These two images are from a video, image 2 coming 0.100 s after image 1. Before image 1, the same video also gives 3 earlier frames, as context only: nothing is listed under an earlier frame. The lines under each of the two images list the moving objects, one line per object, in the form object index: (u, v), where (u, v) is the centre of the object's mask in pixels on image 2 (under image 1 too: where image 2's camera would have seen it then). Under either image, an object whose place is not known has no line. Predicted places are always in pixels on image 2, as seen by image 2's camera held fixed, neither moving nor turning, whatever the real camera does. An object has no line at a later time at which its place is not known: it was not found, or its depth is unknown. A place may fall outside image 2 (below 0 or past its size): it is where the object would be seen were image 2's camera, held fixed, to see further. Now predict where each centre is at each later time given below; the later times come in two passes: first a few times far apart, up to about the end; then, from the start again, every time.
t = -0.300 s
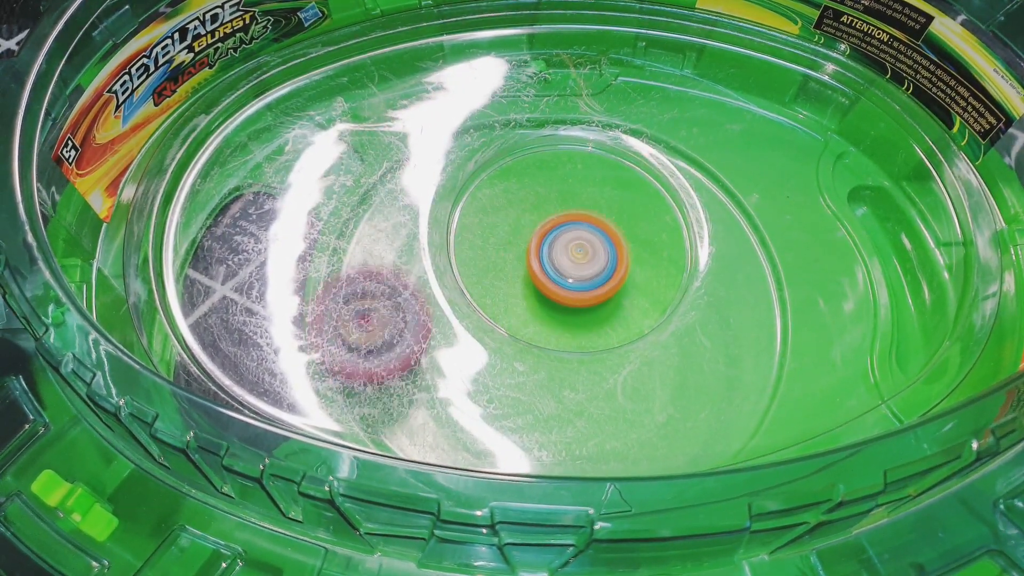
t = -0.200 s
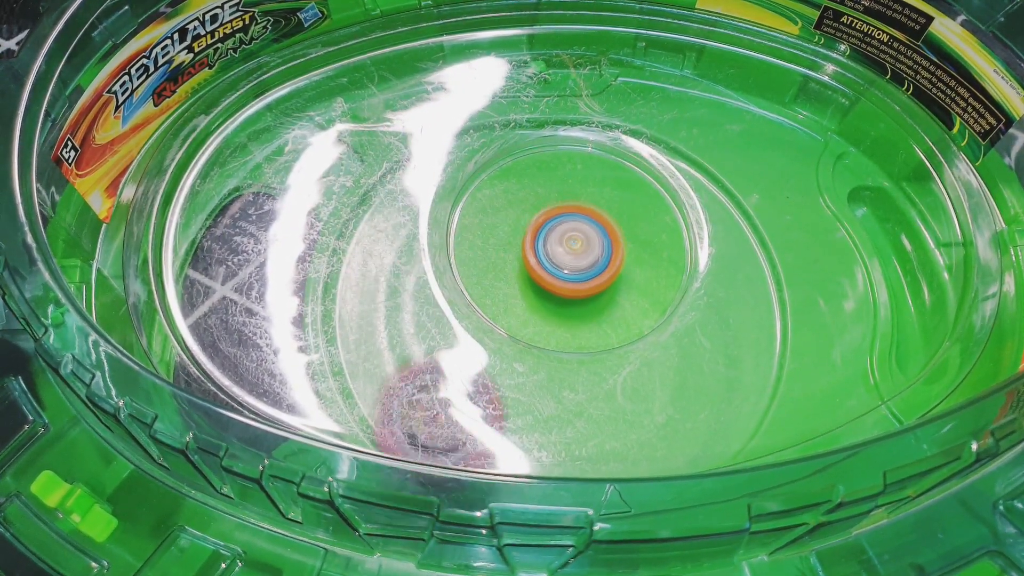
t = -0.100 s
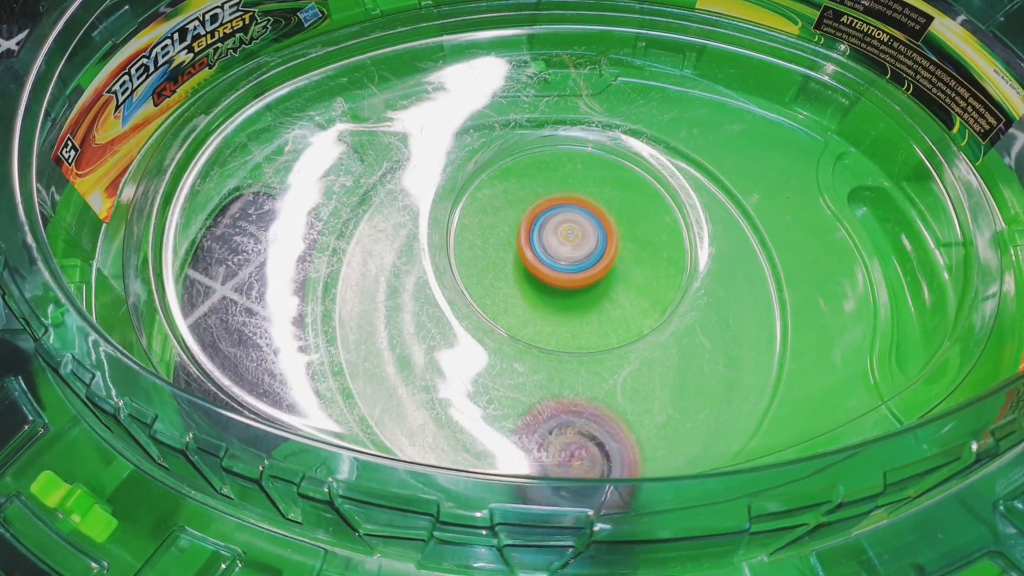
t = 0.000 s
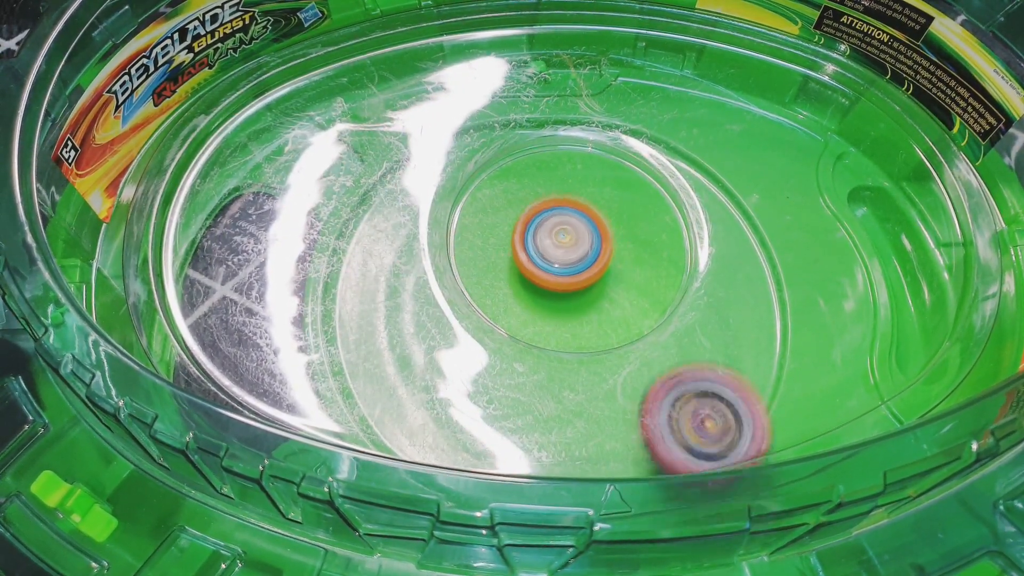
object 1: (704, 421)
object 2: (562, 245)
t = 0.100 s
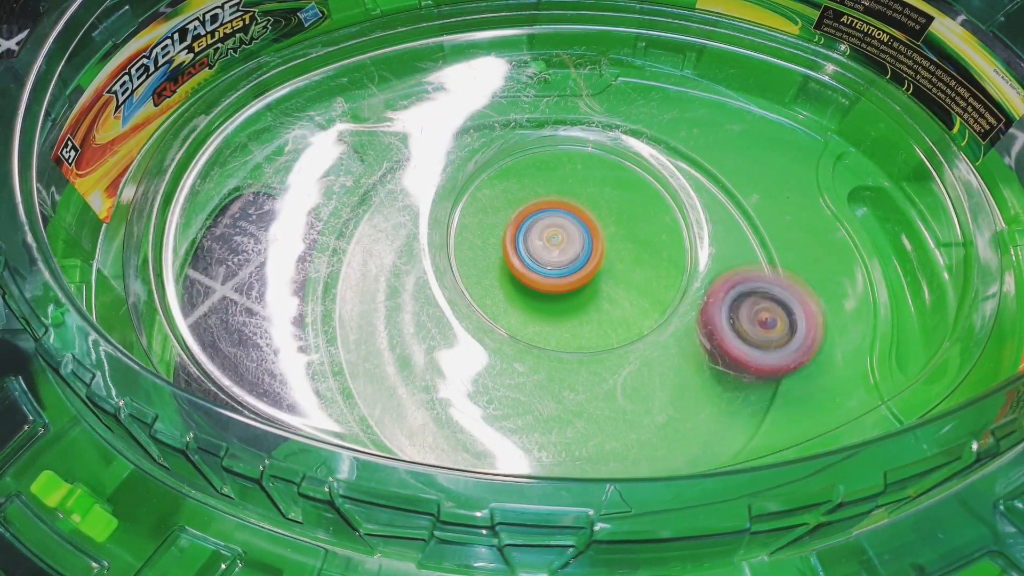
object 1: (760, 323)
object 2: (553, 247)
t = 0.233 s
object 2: (555, 255)
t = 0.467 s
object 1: (468, 171)
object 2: (565, 273)
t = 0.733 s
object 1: (398, 404)
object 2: (582, 274)
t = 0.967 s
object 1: (687, 419)
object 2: (577, 255)
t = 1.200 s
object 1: (728, 194)
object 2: (564, 281)
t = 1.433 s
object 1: (474, 157)
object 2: (566, 300)
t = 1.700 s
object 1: (426, 426)
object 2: (588, 298)
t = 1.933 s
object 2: (575, 296)
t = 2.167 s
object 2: (572, 302)
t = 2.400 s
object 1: (374, 196)
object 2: (579, 304)
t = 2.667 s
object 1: (521, 455)
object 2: (557, 306)
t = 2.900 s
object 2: (549, 302)
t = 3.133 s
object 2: (552, 294)
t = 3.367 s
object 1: (399, 183)
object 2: (545, 286)
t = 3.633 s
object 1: (405, 411)
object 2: (529, 286)
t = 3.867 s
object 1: (641, 430)
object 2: (535, 289)
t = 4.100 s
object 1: (753, 274)
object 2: (551, 285)
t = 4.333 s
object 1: (644, 139)
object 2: (559, 276)
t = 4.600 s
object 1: (472, 164)
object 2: (561, 267)
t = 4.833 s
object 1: (384, 301)
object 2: (552, 266)
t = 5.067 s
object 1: (506, 422)
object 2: (553, 265)
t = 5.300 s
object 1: (663, 401)
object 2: (556, 268)
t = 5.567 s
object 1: (694, 242)
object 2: (561, 277)
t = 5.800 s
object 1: (576, 151)
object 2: (569, 281)
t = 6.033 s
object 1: (465, 176)
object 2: (568, 280)
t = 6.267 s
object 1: (399, 299)
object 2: (564, 278)
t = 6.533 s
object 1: (551, 409)
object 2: (557, 278)
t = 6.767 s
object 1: (702, 341)
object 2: (558, 285)
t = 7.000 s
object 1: (701, 220)
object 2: (564, 292)
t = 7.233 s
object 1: (589, 150)
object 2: (566, 296)
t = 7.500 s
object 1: (450, 207)
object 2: (561, 293)
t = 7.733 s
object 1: (411, 342)
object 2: (555, 292)
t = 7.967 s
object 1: (551, 415)
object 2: (549, 293)
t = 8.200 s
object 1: (679, 368)
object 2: (546, 296)
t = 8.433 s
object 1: (684, 246)
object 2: (550, 301)
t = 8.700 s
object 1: (559, 162)
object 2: (556, 298)
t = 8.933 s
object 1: (444, 209)
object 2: (553, 289)
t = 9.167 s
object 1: (419, 312)
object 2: (546, 282)
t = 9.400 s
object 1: (540, 393)
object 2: (540, 280)
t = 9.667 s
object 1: (677, 341)
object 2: (546, 281)
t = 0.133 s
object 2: (553, 248)
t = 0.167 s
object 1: (755, 249)
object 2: (554, 250)
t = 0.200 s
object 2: (554, 253)
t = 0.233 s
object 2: (555, 255)
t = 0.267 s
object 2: (556, 257)
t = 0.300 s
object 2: (558, 258)
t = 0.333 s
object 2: (559, 261)
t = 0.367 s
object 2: (560, 262)
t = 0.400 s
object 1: (520, 140)
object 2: (562, 264)
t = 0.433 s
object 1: (489, 156)
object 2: (563, 268)
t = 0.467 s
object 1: (468, 171)
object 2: (565, 273)
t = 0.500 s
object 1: (401, 186)
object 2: (566, 277)
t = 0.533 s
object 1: (374, 202)
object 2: (567, 279)
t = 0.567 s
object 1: (364, 226)
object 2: (568, 280)
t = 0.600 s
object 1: (359, 260)
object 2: (570, 281)
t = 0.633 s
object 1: (357, 298)
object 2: (572, 280)
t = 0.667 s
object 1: (364, 335)
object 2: (576, 279)
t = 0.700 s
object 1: (378, 373)
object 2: (580, 278)
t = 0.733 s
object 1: (398, 404)
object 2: (582, 274)
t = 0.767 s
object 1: (423, 425)
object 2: (585, 270)
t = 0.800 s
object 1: (477, 449)
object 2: (586, 266)
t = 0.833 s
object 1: (532, 454)
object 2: (586, 262)
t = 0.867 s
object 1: (572, 456)
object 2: (585, 258)
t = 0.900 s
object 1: (610, 450)
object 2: (583, 256)
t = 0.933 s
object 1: (648, 440)
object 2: (581, 255)
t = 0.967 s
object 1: (687, 419)
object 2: (577, 255)
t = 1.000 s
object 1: (721, 398)
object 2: (575, 255)
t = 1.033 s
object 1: (744, 368)
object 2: (573, 257)
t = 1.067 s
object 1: (762, 338)
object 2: (571, 261)
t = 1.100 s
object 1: (766, 302)
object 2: (569, 265)
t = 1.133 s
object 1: (759, 265)
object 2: (567, 270)
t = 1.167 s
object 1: (751, 227)
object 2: (565, 276)
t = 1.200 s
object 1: (728, 194)
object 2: (564, 281)
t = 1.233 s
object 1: (694, 169)
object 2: (564, 287)
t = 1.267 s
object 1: (661, 145)
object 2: (563, 292)
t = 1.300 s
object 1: (624, 130)
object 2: (564, 296)
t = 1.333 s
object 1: (583, 124)
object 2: (566, 298)
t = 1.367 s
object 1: (540, 126)
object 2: (566, 299)
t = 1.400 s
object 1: (501, 140)
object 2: (566, 299)
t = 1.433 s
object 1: (474, 157)
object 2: (566, 300)
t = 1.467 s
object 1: (403, 168)
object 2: (568, 301)
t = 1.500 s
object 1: (374, 192)
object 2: (572, 301)
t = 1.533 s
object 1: (363, 227)
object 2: (576, 301)
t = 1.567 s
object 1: (357, 267)
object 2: (581, 301)
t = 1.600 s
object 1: (357, 314)
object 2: (584, 301)
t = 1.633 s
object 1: (369, 362)
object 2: (587, 300)
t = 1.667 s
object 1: (396, 401)
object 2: (588, 299)
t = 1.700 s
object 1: (426, 426)
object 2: (588, 298)
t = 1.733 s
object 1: (486, 450)
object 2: (588, 296)
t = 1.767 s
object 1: (569, 455)
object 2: (585, 295)
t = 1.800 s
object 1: (590, 456)
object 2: (584, 295)
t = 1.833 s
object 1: (636, 438)
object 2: (583, 295)
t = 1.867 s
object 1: (677, 426)
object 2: (581, 295)
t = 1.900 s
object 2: (578, 295)
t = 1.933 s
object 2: (575, 296)
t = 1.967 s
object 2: (572, 297)
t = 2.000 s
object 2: (571, 298)
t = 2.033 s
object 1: (763, 267)
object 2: (570, 299)
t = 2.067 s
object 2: (570, 299)
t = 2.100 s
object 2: (571, 300)
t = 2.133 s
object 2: (571, 301)
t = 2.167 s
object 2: (572, 302)
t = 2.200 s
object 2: (572, 302)
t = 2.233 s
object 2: (573, 303)
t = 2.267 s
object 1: (532, 130)
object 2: (575, 303)
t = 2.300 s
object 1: (496, 144)
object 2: (577, 304)
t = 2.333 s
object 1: (473, 160)
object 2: (578, 304)
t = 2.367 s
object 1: (401, 174)
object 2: (579, 304)
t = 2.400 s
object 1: (374, 196)
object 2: (579, 304)
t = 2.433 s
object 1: (364, 225)
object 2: (578, 304)
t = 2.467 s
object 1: (355, 264)
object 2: (576, 304)
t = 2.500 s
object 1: (355, 309)
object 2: (574, 305)
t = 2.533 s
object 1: (371, 354)
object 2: (570, 306)
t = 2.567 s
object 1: (387, 393)
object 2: (568, 307)
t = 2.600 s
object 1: (417, 420)
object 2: (564, 307)
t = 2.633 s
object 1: (473, 446)
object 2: (561, 306)
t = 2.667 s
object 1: (521, 455)
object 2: (557, 306)
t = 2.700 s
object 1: (574, 456)
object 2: (555, 306)
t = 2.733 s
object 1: (613, 450)
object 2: (553, 305)
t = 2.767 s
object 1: (674, 423)
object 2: (550, 304)
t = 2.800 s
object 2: (550, 304)
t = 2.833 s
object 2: (549, 303)
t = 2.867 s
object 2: (549, 303)
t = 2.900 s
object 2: (549, 302)
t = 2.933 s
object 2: (550, 302)
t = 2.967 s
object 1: (759, 263)
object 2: (550, 301)
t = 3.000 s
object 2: (551, 300)
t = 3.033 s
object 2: (551, 299)
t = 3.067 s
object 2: (552, 297)
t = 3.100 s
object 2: (552, 296)
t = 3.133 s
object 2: (552, 294)
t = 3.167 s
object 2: (552, 293)
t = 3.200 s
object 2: (552, 292)
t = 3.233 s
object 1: (536, 127)
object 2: (551, 290)
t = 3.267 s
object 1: (506, 138)
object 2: (548, 289)
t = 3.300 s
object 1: (482, 152)
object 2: (547, 289)
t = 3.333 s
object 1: (465, 167)
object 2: (546, 287)
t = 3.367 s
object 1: (399, 183)
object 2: (545, 286)
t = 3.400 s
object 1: (376, 199)
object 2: (543, 285)
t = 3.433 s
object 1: (367, 224)
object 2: (540, 284)
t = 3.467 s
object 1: (360, 252)
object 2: (538, 285)
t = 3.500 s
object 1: (355, 287)
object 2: (536, 284)
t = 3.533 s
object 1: (363, 321)
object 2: (534, 284)
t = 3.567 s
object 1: (377, 357)
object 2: (532, 285)
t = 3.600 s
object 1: (387, 388)
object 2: (530, 285)
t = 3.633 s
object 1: (405, 411)
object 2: (529, 286)
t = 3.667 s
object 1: (427, 428)
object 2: (529, 286)
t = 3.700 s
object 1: (477, 449)
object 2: (529, 287)
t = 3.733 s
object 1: (518, 448)
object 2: (530, 288)
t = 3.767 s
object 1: (570, 452)
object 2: (531, 288)
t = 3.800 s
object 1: (586, 440)
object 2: (532, 289)
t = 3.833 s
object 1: (612, 438)
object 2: (533, 289)
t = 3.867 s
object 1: (641, 430)
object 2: (535, 289)
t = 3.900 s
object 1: (672, 419)
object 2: (538, 290)
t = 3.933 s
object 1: (698, 400)
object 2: (540, 290)
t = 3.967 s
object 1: (717, 378)
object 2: (542, 290)
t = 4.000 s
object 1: (732, 352)
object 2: (545, 289)
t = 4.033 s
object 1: (742, 325)
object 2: (546, 288)
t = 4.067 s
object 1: (749, 299)
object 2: (549, 287)
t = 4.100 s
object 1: (753, 274)
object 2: (551, 285)
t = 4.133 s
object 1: (751, 246)
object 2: (552, 284)
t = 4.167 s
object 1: (738, 220)
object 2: (554, 282)
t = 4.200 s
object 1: (727, 197)
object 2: (555, 281)
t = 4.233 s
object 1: (710, 176)
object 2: (556, 280)
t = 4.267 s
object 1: (692, 162)
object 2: (557, 278)
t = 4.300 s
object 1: (670, 147)
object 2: (558, 277)
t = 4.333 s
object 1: (644, 139)
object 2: (559, 276)
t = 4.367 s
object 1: (620, 133)
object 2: (560, 275)
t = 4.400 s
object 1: (596, 128)
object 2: (561, 274)
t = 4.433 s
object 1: (570, 127)
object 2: (562, 273)
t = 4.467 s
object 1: (545, 128)
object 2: (562, 272)
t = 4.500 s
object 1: (521, 132)
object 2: (563, 270)
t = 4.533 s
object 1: (502, 142)
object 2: (562, 269)
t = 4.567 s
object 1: (486, 153)
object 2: (561, 268)
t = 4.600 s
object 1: (472, 164)
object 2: (561, 267)
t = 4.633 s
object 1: (441, 179)
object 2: (560, 266)
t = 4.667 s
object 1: (410, 200)
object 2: (558, 266)
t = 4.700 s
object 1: (400, 208)
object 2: (557, 266)
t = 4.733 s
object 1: (392, 228)
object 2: (556, 266)
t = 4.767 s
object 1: (380, 260)
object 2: (553, 266)
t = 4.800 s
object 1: (384, 286)
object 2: (553, 266)
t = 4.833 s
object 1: (384, 301)
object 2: (552, 266)
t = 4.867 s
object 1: (392, 323)
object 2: (552, 266)
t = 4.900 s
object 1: (399, 347)
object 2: (551, 265)
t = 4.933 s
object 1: (406, 369)
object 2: (552, 265)
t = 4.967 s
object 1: (417, 392)
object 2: (552, 264)
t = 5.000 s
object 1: (449, 411)
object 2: (551, 264)
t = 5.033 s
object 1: (483, 416)
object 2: (552, 265)
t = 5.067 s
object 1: (506, 422)
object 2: (553, 265)
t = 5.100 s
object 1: (536, 418)
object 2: (554, 265)
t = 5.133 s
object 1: (553, 424)
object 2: (554, 265)
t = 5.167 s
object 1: (574, 426)
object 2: (554, 265)
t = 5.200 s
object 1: (599, 424)
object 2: (554, 266)
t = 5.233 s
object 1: (622, 420)
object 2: (555, 266)
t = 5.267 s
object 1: (645, 412)
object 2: (555, 267)
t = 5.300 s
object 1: (663, 401)
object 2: (556, 268)
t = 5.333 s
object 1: (677, 383)
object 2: (556, 268)
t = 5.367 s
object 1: (689, 365)
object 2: (555, 270)
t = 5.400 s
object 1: (698, 345)
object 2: (557, 271)
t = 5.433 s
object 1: (705, 325)
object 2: (557, 273)
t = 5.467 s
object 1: (707, 304)
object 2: (559, 274)
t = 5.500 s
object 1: (706, 285)
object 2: (559, 274)
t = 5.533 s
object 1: (702, 262)
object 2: (560, 275)
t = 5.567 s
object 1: (694, 242)
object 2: (561, 277)
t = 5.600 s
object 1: (682, 221)
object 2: (562, 278)
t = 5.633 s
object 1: (669, 205)
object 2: (564, 279)
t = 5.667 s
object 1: (654, 192)
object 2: (565, 278)
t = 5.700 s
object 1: (636, 178)
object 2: (566, 279)
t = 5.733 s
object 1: (617, 166)
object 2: (567, 279)
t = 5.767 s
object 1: (597, 157)
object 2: (568, 280)
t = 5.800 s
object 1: (576, 151)
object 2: (569, 281)
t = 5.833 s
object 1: (556, 146)
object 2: (568, 280)
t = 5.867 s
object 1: (536, 146)
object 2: (568, 281)
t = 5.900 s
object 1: (514, 146)
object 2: (568, 280)
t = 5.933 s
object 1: (498, 152)
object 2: (569, 281)
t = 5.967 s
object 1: (485, 160)
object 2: (569, 280)
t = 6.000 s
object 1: (473, 169)
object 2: (568, 280)
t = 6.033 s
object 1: (465, 176)
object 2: (568, 280)
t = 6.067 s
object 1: (434, 193)
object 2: (568, 279)
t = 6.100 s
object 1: (413, 204)
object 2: (568, 279)
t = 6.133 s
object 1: (403, 219)
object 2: (567, 279)
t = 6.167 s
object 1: (396, 235)
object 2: (566, 279)
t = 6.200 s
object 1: (384, 254)
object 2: (565, 279)
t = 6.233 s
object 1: (386, 279)
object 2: (565, 279)
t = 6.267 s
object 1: (399, 299)
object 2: (564, 278)
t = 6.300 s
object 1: (399, 321)
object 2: (563, 278)
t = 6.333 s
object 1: (406, 341)
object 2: (562, 278)
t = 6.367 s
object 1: (427, 359)
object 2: (562, 278)
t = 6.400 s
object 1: (442, 375)
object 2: (560, 277)
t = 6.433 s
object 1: (481, 389)
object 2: (559, 278)
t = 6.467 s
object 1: (516, 393)
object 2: (559, 278)
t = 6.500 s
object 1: (532, 401)
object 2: (558, 278)
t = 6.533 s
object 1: (551, 409)
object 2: (557, 278)
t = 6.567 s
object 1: (574, 413)
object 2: (557, 278)
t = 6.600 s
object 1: (598, 409)
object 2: (556, 279)
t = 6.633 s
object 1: (622, 402)
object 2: (557, 280)
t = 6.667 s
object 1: (644, 393)
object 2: (556, 281)
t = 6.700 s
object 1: (664, 381)
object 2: (557, 282)
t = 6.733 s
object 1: (681, 366)
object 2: (557, 284)
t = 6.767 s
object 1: (702, 341)
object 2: (558, 285)
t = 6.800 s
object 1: (711, 323)
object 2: (559, 287)
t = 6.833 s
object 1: (712, 315)
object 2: (560, 287)
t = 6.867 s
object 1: (716, 296)
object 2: (561, 289)
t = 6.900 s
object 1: (717, 276)
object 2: (561, 289)
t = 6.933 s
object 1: (715, 257)
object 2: (562, 291)
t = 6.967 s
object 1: (709, 239)
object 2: (562, 292)
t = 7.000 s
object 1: (701, 220)
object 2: (564, 292)
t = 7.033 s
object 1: (690, 204)
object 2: (563, 293)
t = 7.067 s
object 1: (677, 191)
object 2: (564, 294)
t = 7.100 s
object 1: (662, 179)
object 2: (565, 294)
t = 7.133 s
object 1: (645, 169)
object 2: (565, 295)
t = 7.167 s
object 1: (629, 161)
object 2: (566, 295)
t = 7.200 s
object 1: (609, 154)
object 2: (565, 295)
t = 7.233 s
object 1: (589, 150)
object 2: (566, 296)
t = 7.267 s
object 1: (570, 147)
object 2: (565, 296)
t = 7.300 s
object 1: (551, 147)
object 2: (565, 296)
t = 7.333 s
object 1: (532, 151)
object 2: (566, 296)
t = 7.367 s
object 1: (512, 155)
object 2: (564, 295)
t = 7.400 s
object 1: (495, 163)
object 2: (564, 295)
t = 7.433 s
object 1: (482, 175)
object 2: (563, 295)
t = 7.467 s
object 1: (471, 188)
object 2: (562, 294)
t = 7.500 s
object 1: (450, 207)
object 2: (561, 293)
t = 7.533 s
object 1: (435, 220)
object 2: (560, 293)
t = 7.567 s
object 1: (428, 235)
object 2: (560, 292)
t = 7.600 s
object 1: (418, 254)
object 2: (559, 293)
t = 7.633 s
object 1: (417, 271)
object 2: (558, 292)
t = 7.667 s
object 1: (416, 294)
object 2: (558, 292)
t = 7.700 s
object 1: (419, 308)
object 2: (556, 292)
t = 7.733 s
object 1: (411, 342)
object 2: (555, 292)
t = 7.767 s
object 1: (430, 348)
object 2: (555, 292)
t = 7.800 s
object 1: (442, 374)
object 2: (553, 292)
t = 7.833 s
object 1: (475, 391)
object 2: (552, 292)
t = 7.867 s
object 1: (499, 404)
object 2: (551, 291)
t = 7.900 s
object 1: (520, 399)
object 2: (550, 292)
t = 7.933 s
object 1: (533, 407)
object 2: (549, 292)
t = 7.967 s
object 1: (551, 415)
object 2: (549, 293)
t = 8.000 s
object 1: (570, 419)
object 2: (548, 293)
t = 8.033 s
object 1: (592, 419)
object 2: (547, 293)
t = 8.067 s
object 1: (613, 416)
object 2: (547, 293)
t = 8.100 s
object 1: (633, 409)
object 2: (546, 294)
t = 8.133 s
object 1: (652, 398)
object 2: (546, 295)
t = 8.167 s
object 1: (667, 384)
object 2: (546, 295)
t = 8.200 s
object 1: (679, 368)
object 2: (546, 296)
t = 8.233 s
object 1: (687, 351)
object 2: (546, 297)
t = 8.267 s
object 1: (694, 335)
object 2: (546, 297)
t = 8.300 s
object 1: (698, 317)
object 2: (547, 298)
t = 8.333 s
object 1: (699, 300)
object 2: (547, 299)
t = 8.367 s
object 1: (696, 281)
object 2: (547, 299)
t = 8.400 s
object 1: (692, 262)
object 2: (549, 300)
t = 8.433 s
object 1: (684, 246)
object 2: (550, 301)
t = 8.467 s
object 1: (670, 229)
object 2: (549, 300)
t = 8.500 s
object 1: (661, 212)
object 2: (550, 300)
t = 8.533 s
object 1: (649, 200)
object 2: (552, 300)
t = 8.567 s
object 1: (634, 189)
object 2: (552, 301)
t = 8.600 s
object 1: (618, 179)
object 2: (553, 300)
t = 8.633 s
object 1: (597, 172)
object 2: (554, 299)
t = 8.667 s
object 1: (578, 165)
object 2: (556, 298)
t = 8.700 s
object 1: (559, 162)
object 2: (556, 298)
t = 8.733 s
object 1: (532, 161)
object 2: (557, 296)
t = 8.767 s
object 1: (513, 163)
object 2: (556, 295)
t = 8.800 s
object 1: (495, 167)
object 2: (555, 293)
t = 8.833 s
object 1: (488, 172)
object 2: (555, 293)
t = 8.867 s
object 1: (477, 179)
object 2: (554, 292)
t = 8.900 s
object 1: (468, 191)
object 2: (553, 290)
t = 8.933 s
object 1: (444, 209)
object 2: (553, 289)
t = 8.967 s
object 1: (430, 220)
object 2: (553, 288)
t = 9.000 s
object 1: (420, 233)
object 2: (551, 287)
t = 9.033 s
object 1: (416, 245)
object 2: (550, 286)
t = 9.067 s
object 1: (412, 263)
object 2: (549, 284)
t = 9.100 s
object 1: (411, 280)
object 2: (548, 284)
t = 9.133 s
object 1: (416, 298)
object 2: (548, 282)
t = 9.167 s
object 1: (419, 312)
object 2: (546, 282)
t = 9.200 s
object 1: (425, 326)
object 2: (545, 282)
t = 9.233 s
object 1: (440, 344)
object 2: (544, 280)
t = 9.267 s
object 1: (449, 345)
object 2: (544, 280)
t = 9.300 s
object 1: (485, 370)
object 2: (544, 280)
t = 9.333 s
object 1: (513, 380)
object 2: (543, 281)
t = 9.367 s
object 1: (527, 388)
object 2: (542, 281)
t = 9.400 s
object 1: (540, 393)
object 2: (540, 280)
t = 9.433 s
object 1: (559, 396)
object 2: (539, 281)
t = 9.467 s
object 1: (579, 396)
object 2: (538, 280)
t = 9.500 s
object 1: (598, 391)
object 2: (540, 280)
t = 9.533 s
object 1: (616, 386)
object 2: (541, 280)
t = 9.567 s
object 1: (634, 378)
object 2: (541, 280)
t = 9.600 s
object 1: (650, 366)
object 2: (542, 281)
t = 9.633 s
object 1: (664, 355)
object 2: (544, 280)
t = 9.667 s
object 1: (677, 341)
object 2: (546, 281)
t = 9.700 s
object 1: (684, 325)
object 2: (547, 280)
